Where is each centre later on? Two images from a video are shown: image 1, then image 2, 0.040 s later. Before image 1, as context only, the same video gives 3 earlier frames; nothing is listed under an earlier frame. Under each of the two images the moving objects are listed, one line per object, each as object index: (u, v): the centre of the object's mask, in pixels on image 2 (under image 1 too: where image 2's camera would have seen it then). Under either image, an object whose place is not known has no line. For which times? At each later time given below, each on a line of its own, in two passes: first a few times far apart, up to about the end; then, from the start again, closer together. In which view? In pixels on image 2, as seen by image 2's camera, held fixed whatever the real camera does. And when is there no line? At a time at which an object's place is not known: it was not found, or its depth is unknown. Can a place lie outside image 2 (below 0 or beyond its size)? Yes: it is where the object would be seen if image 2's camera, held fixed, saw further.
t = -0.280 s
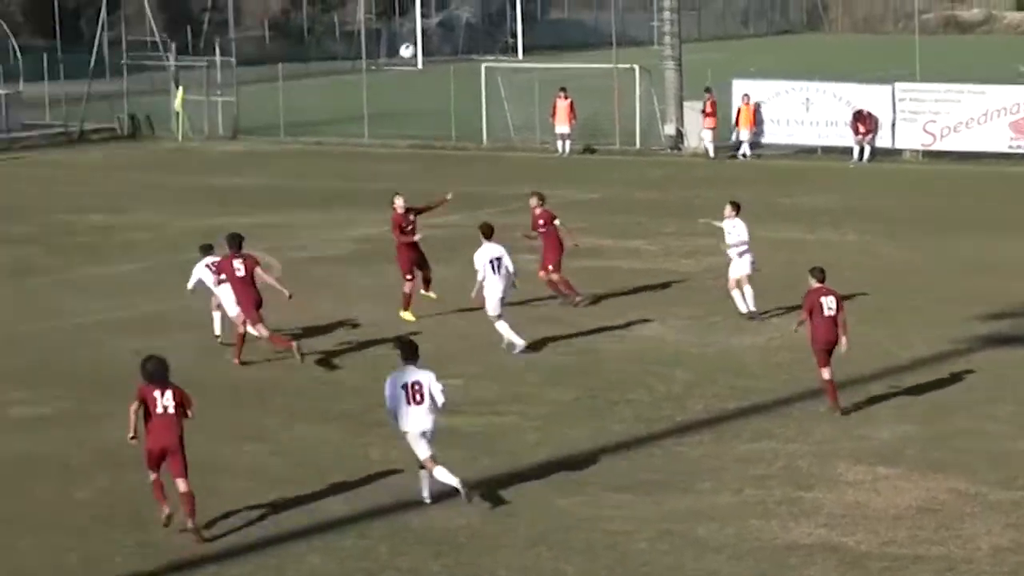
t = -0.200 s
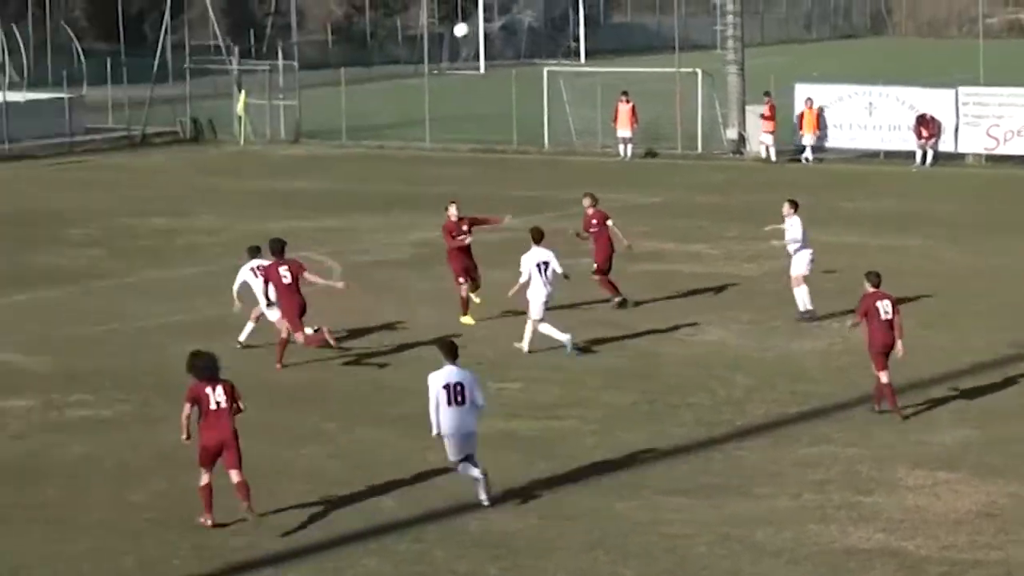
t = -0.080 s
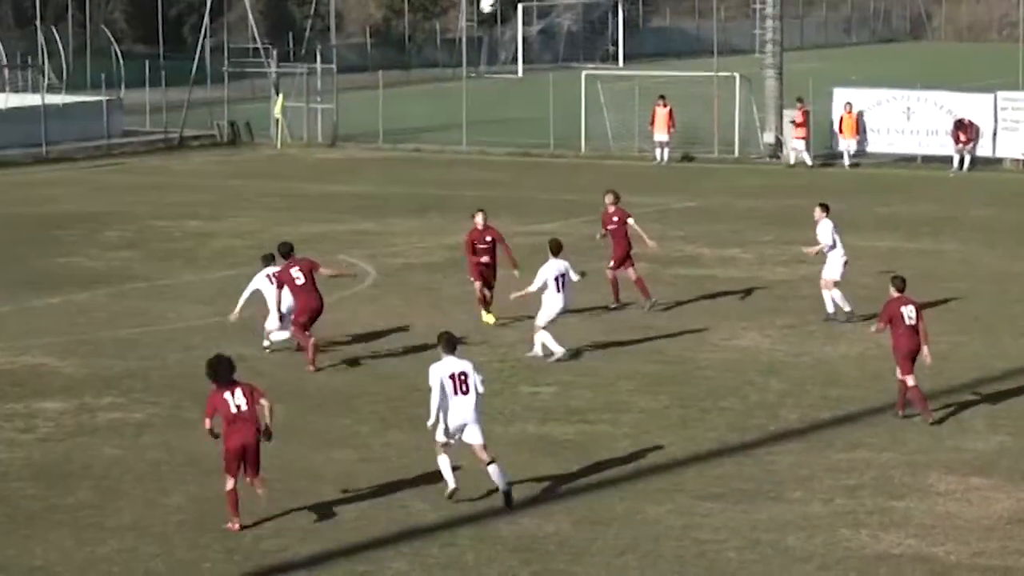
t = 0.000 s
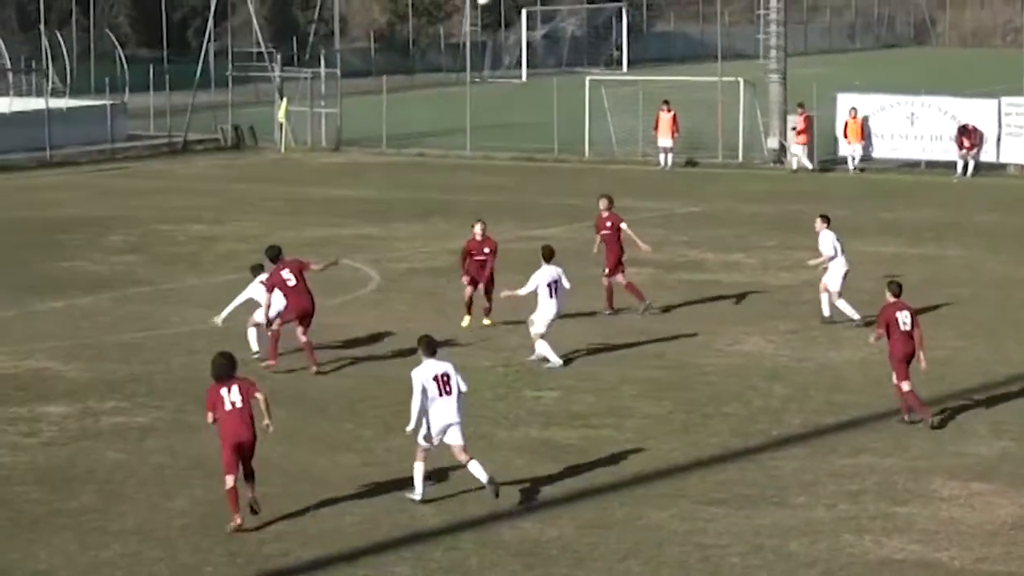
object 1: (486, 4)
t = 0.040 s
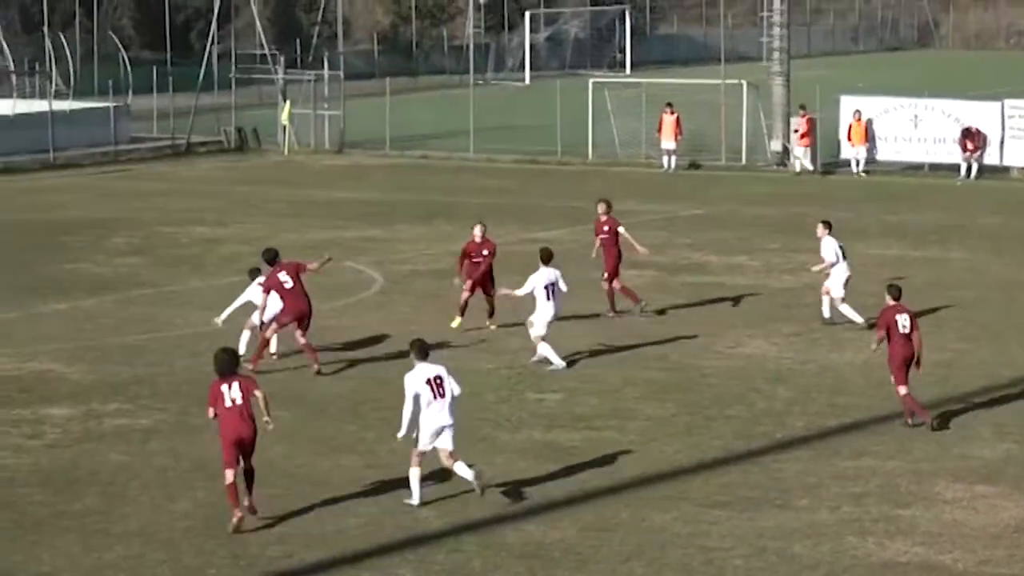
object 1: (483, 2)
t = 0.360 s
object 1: (449, 0)
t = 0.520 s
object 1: (433, 28)
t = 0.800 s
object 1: (406, 127)
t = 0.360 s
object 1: (449, 0)
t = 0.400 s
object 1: (445, 3)
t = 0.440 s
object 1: (441, 10)
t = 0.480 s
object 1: (438, 18)
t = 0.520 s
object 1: (433, 28)
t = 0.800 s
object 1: (406, 127)
